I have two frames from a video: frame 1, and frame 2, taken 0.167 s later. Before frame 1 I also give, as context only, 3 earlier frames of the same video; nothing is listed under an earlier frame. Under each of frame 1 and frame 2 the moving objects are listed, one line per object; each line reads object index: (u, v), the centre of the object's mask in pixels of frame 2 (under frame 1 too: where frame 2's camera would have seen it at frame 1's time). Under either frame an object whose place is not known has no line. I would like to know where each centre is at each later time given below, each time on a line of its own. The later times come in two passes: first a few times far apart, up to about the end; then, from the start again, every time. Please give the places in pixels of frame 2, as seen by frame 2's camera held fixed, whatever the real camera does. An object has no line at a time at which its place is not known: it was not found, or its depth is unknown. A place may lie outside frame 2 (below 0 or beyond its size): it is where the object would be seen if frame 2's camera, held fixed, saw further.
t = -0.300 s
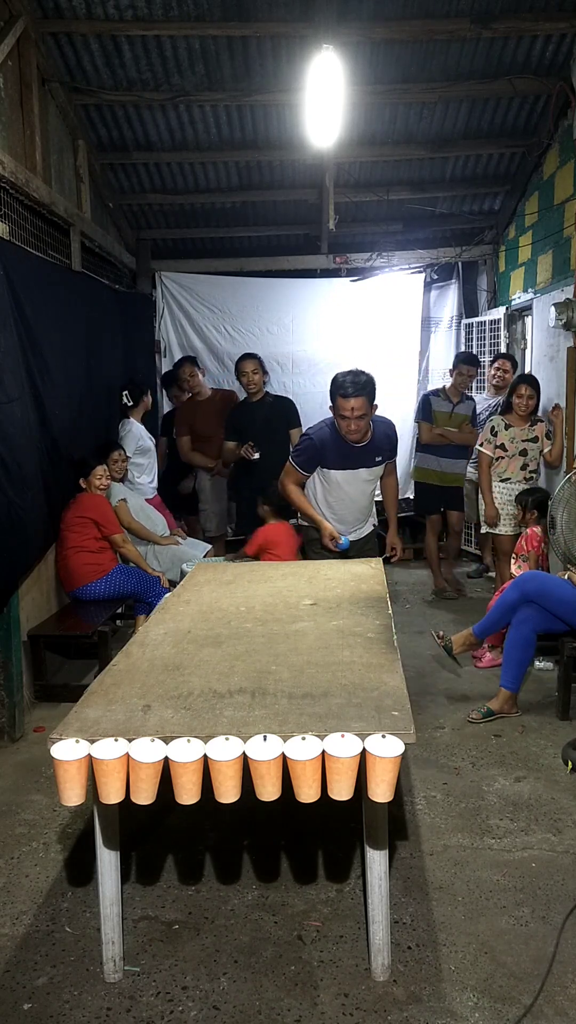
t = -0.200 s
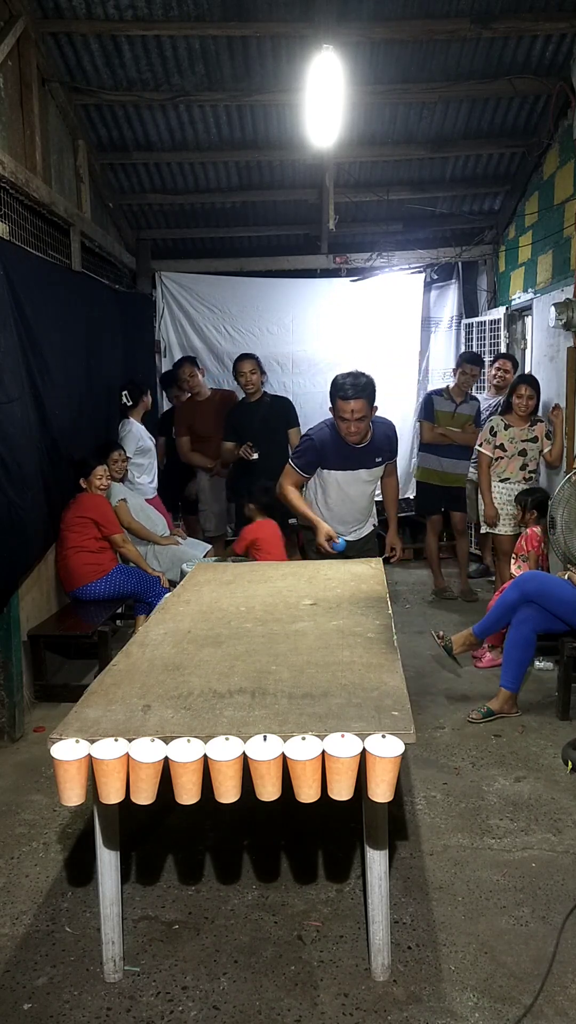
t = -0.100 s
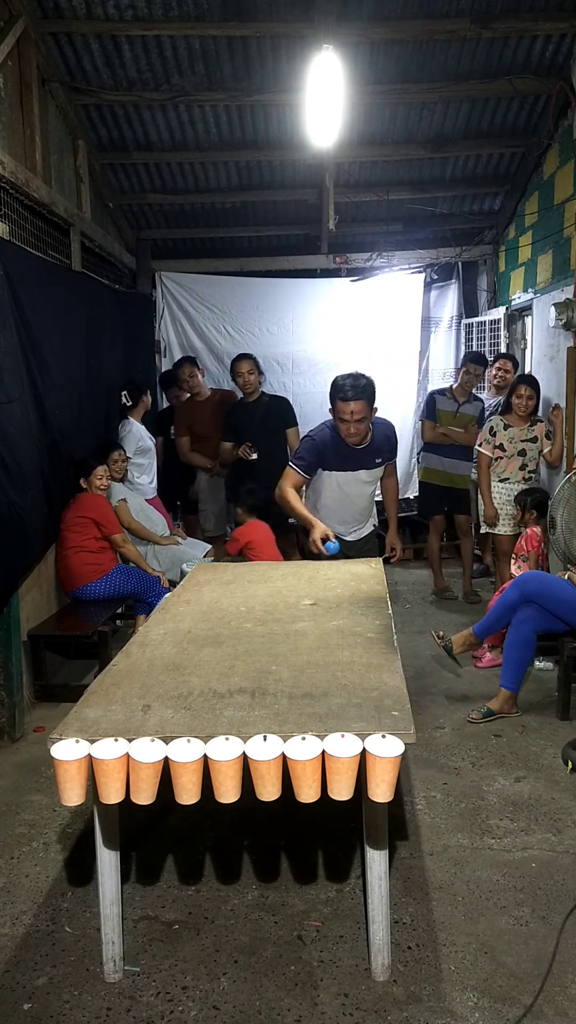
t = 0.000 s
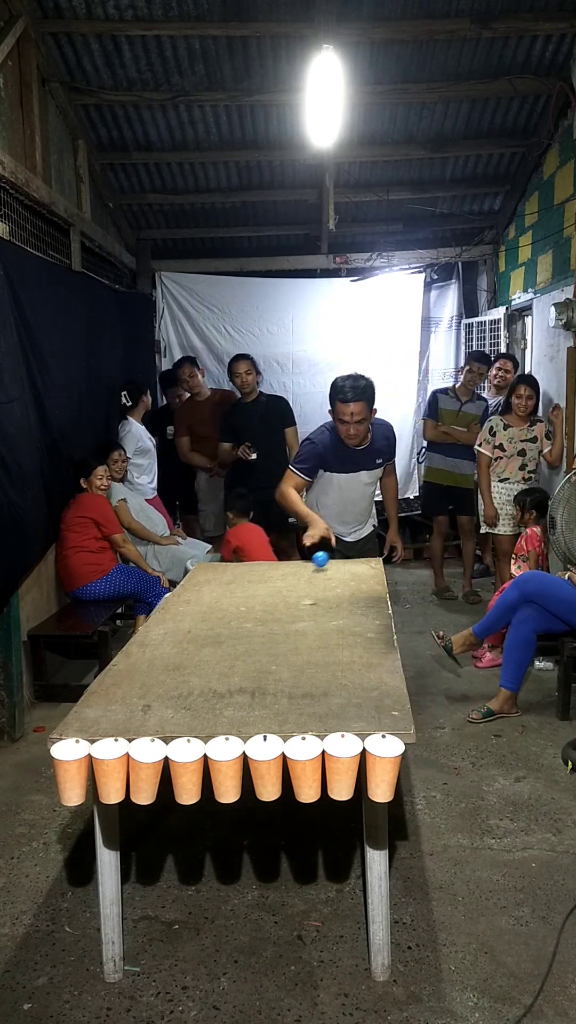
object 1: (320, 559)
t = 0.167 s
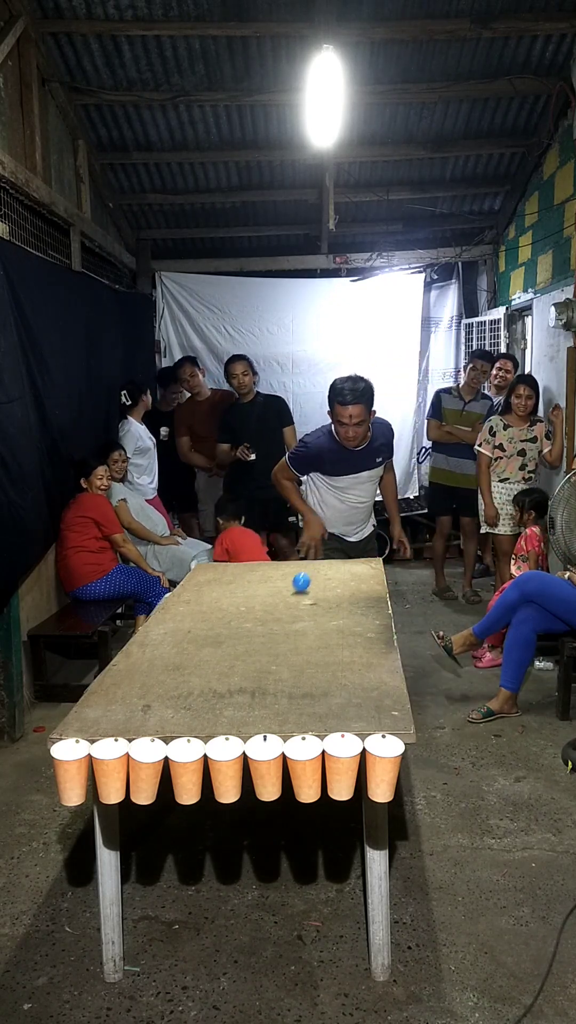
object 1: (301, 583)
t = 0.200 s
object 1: (298, 589)
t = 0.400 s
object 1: (280, 610)
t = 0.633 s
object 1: (258, 627)
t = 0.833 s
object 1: (235, 639)
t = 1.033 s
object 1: (204, 652)
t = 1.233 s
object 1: (166, 663)
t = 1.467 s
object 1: (112, 677)
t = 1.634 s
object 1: (64, 696)
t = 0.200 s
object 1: (298, 589)
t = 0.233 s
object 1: (294, 593)
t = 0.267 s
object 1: (291, 597)
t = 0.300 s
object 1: (289, 601)
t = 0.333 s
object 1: (286, 603)
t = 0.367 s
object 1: (283, 607)
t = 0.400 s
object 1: (280, 610)
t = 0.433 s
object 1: (277, 613)
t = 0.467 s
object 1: (273, 616)
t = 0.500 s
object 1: (270, 619)
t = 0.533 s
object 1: (267, 621)
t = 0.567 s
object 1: (265, 623)
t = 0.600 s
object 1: (262, 625)
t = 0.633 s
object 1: (258, 627)
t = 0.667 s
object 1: (255, 629)
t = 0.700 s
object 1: (251, 630)
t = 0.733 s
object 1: (246, 633)
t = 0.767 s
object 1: (243, 635)
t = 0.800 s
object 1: (239, 637)
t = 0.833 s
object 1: (235, 639)
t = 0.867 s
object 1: (231, 641)
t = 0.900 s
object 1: (226, 643)
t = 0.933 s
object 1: (221, 645)
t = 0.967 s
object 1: (216, 647)
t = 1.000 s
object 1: (209, 650)
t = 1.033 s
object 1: (204, 652)
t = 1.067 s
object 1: (198, 654)
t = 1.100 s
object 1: (193, 656)
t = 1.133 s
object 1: (187, 658)
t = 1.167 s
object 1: (180, 660)
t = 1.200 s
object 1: (174, 662)
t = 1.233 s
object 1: (166, 663)
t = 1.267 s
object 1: (158, 666)
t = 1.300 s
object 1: (150, 668)
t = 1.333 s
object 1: (142, 670)
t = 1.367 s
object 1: (135, 672)
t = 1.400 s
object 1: (127, 674)
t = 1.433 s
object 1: (120, 675)
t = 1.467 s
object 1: (112, 677)
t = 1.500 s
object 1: (103, 679)
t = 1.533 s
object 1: (93, 681)
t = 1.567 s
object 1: (83, 683)
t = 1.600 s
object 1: (73, 687)
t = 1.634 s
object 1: (64, 696)
